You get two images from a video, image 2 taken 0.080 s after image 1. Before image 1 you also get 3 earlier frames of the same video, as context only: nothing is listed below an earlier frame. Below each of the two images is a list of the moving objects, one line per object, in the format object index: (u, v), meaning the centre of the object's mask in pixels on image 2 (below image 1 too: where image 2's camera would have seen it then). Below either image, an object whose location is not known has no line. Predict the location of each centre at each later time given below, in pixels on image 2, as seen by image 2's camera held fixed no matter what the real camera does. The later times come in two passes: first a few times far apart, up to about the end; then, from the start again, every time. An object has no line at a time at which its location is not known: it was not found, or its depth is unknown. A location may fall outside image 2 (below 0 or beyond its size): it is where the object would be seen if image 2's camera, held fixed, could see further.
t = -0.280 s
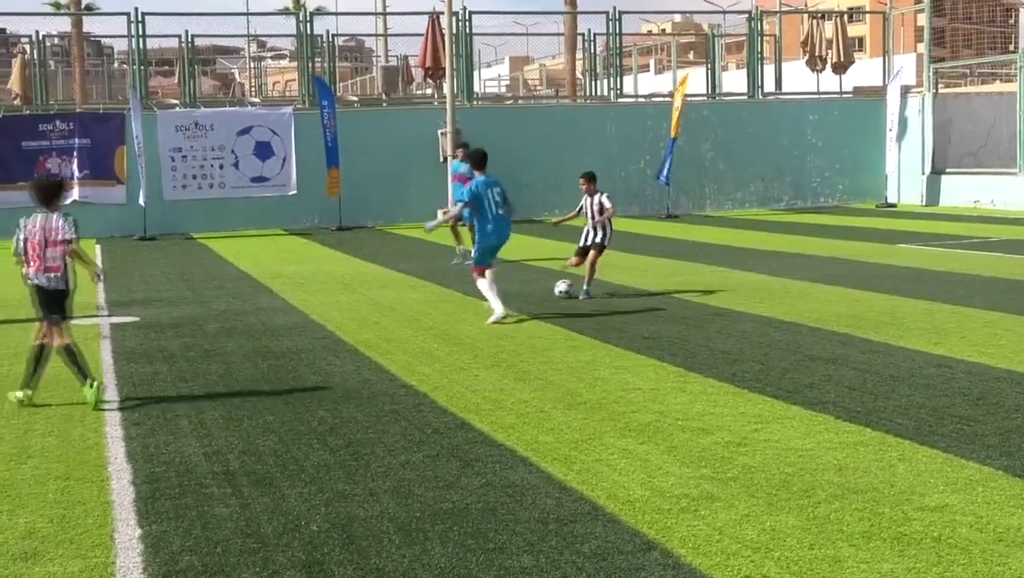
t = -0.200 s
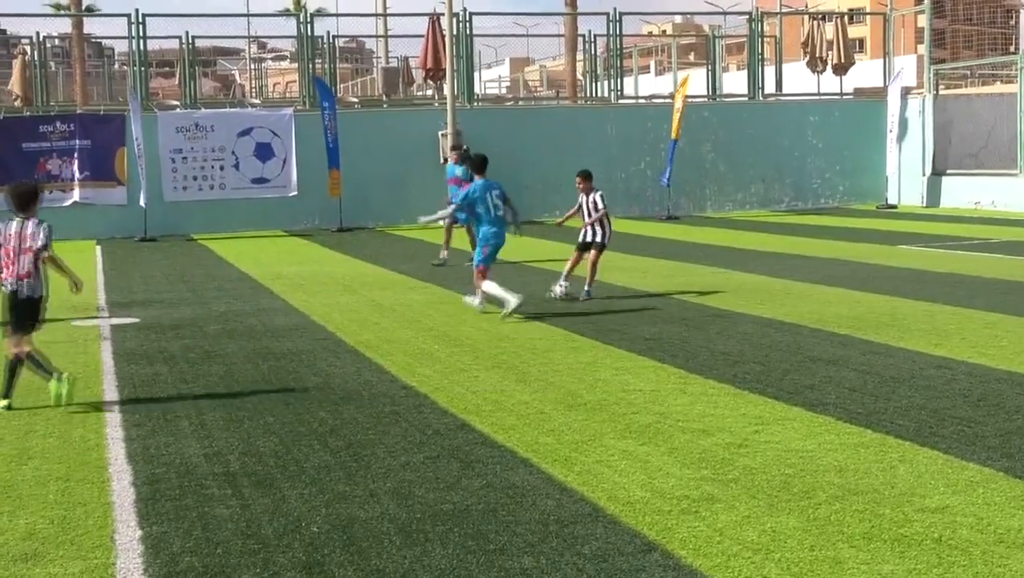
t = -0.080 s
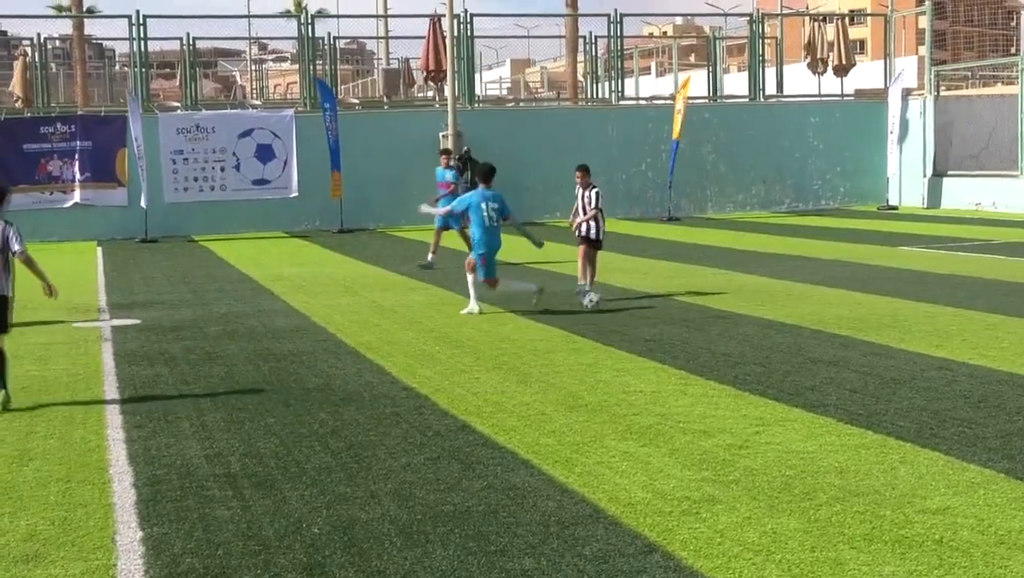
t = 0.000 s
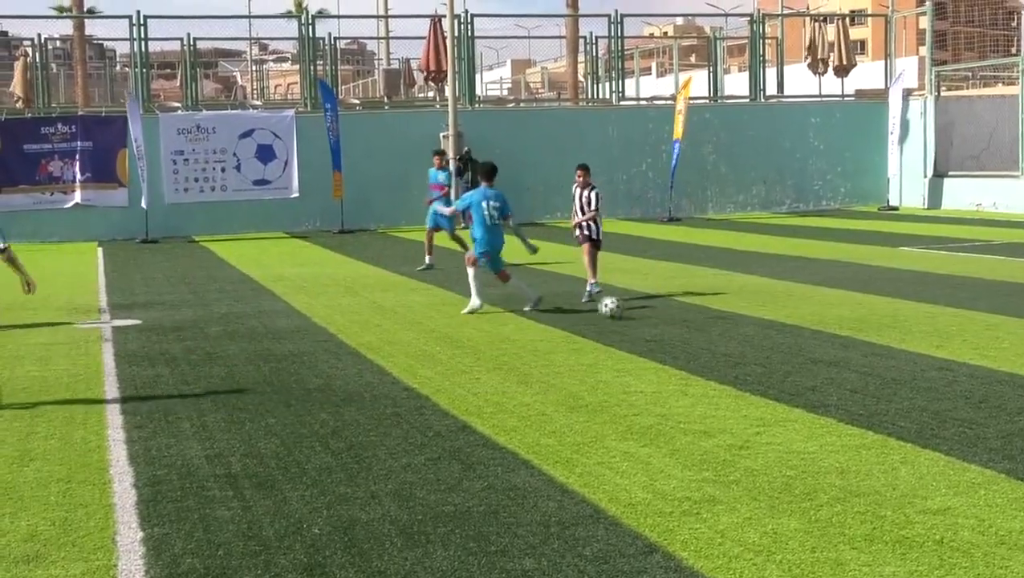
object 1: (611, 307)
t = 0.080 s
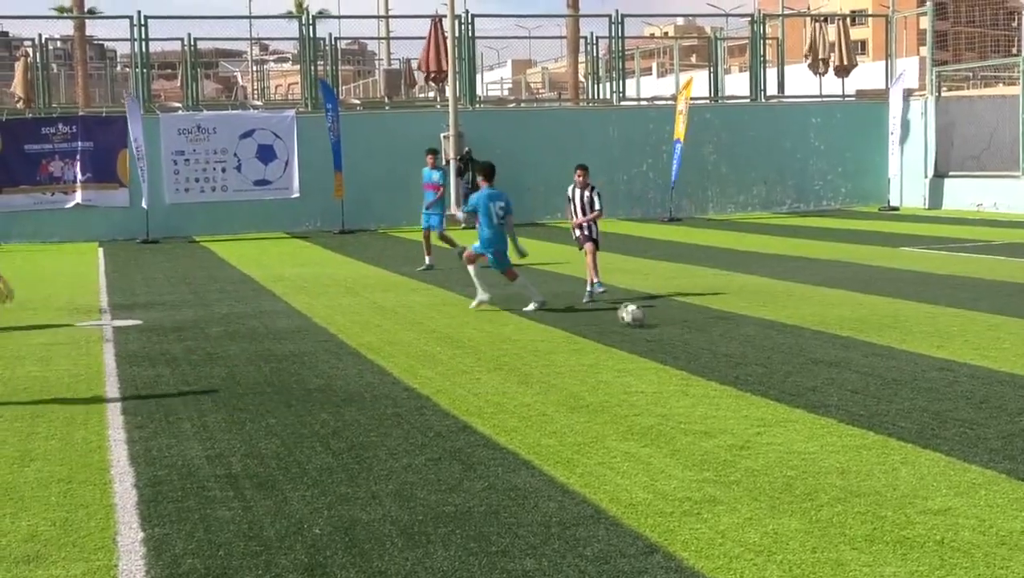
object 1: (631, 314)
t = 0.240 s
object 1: (672, 329)
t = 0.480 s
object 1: (733, 352)
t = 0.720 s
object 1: (790, 373)
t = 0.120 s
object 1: (641, 318)
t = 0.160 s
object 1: (651, 321)
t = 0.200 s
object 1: (660, 325)
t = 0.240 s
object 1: (672, 329)
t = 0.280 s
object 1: (682, 333)
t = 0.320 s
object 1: (692, 336)
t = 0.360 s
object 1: (702, 340)
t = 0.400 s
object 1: (712, 343)
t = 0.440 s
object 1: (722, 346)
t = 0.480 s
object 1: (733, 352)
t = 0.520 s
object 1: (743, 355)
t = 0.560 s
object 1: (752, 358)
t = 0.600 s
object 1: (762, 361)
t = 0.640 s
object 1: (774, 366)
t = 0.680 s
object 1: (786, 370)
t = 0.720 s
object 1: (790, 373)
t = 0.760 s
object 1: (807, 378)
